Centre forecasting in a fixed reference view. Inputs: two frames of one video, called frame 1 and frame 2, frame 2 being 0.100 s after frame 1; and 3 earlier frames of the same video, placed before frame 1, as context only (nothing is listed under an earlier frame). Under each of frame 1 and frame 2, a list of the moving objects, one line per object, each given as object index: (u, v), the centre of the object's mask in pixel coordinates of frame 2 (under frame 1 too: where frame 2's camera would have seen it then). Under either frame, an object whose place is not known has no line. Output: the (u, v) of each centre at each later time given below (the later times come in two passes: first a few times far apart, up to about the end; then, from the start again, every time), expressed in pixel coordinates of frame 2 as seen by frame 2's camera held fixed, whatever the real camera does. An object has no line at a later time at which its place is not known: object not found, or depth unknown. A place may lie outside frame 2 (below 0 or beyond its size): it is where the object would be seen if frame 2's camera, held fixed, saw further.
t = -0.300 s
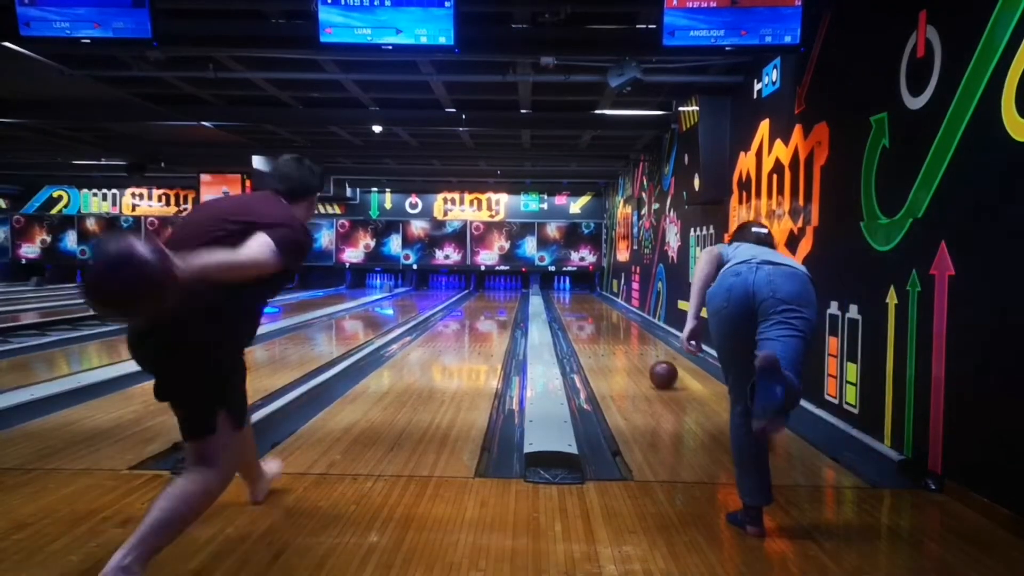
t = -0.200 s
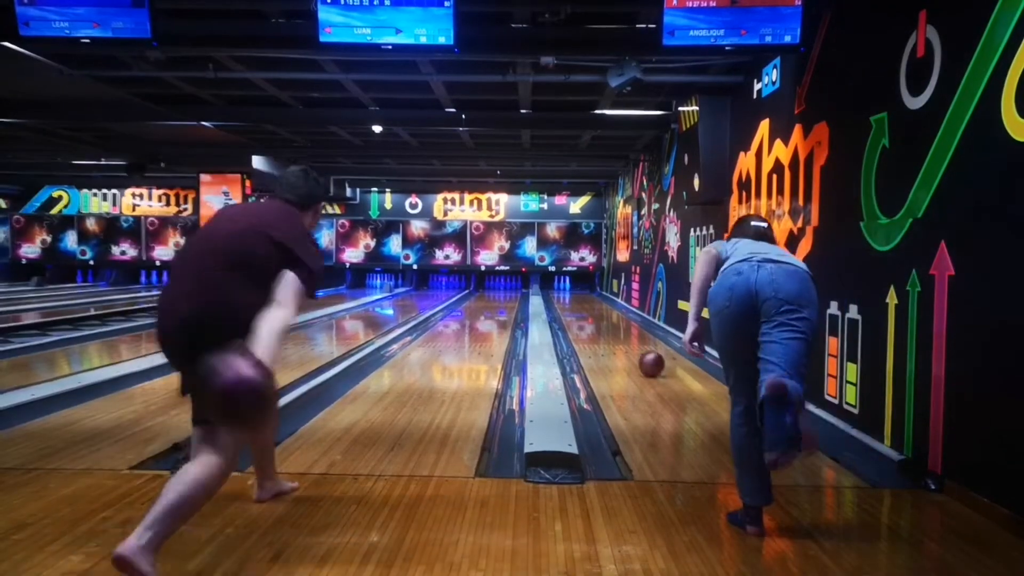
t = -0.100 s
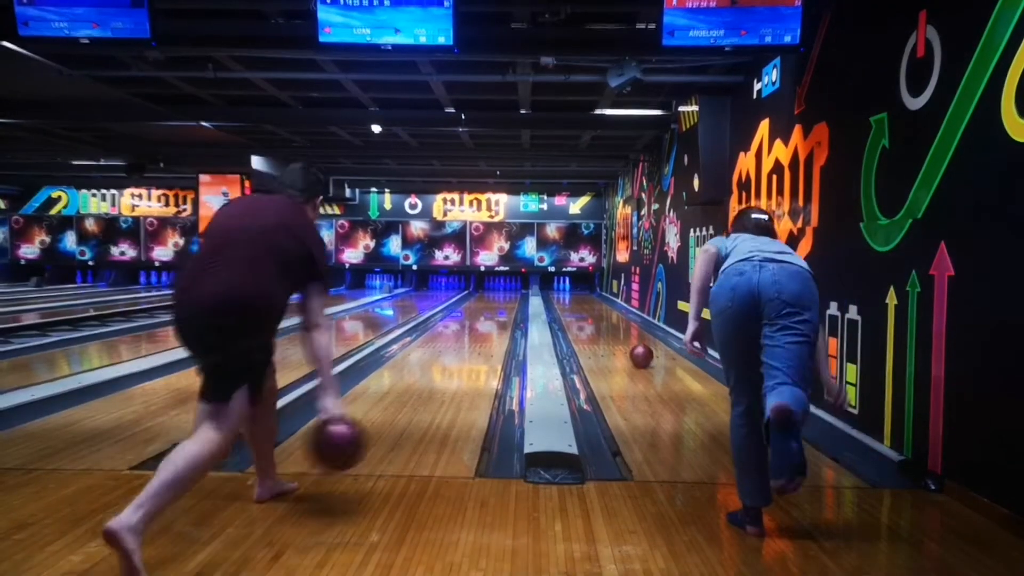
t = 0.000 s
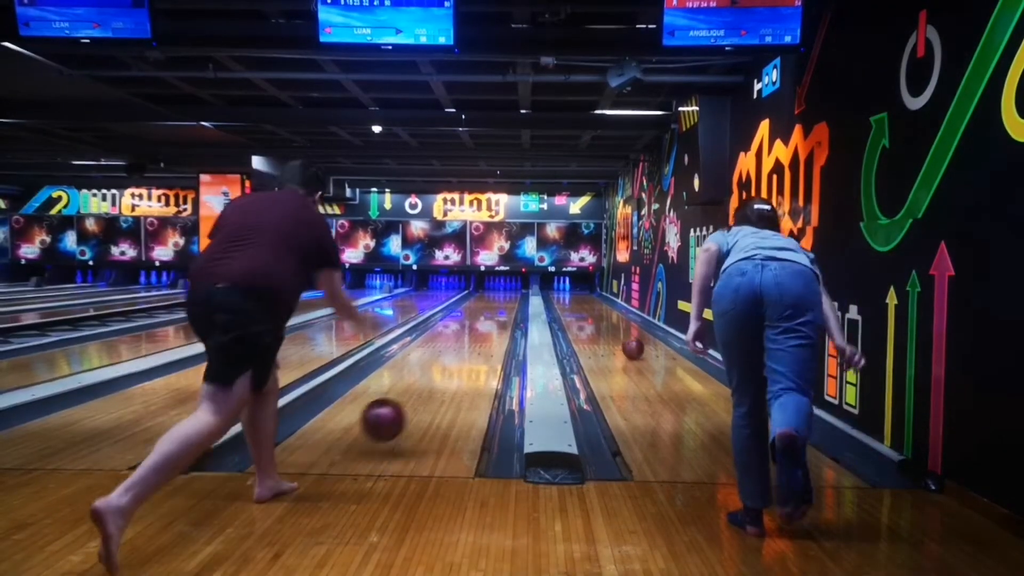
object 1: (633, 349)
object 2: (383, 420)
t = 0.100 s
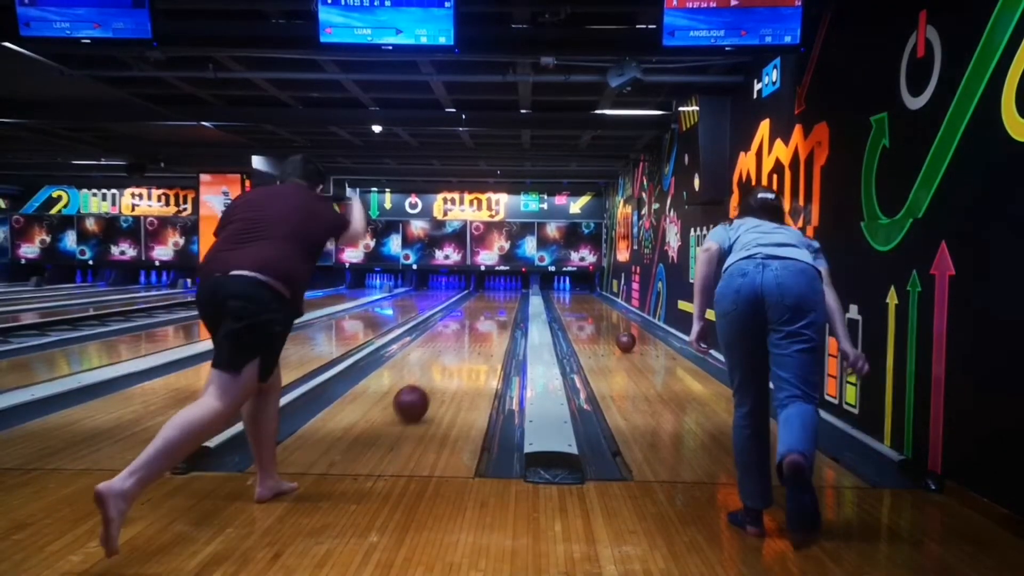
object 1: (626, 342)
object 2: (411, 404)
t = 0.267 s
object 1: (616, 333)
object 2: (441, 368)
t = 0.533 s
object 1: (604, 323)
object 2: (467, 338)
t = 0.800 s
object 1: (594, 315)
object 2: (483, 321)
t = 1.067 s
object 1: (587, 309)
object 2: (492, 310)
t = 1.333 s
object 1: (581, 304)
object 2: (499, 303)
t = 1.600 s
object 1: (576, 301)
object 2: (505, 296)
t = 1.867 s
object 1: (573, 298)
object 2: (508, 293)
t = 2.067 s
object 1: (570, 296)
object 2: (511, 289)
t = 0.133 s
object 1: (624, 341)
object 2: (418, 395)
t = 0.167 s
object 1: (621, 338)
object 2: (425, 387)
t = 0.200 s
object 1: (620, 336)
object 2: (431, 380)
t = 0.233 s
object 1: (618, 335)
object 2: (436, 373)
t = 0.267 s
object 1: (616, 333)
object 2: (441, 368)
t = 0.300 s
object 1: (614, 332)
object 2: (445, 362)
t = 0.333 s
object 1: (612, 331)
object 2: (449, 358)
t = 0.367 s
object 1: (611, 329)
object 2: (453, 354)
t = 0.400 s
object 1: (609, 328)
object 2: (456, 350)
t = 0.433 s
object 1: (608, 327)
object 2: (459, 347)
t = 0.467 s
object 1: (606, 325)
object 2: (462, 344)
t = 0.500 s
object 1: (605, 324)
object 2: (464, 341)
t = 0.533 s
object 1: (604, 323)
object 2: (467, 338)
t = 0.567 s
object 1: (603, 322)
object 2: (469, 335)
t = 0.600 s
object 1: (602, 321)
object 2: (472, 333)
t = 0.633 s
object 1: (600, 320)
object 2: (474, 331)
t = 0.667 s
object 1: (599, 319)
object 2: (476, 329)
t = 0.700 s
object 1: (597, 319)
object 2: (478, 326)
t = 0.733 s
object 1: (596, 318)
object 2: (479, 324)
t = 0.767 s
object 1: (596, 317)
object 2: (481, 322)
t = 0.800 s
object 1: (594, 315)
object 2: (483, 321)
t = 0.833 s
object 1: (593, 314)
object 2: (484, 319)
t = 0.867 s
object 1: (593, 314)
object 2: (486, 317)
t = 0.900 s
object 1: (592, 313)
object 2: (487, 316)
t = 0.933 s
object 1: (590, 312)
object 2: (488, 315)
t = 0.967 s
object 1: (589, 311)
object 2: (489, 314)
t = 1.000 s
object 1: (588, 311)
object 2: (490, 313)
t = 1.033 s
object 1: (588, 310)
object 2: (492, 311)
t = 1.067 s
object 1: (587, 309)
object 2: (492, 310)
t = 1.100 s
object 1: (586, 309)
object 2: (493, 309)
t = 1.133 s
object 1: (586, 308)
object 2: (494, 308)
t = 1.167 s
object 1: (585, 307)
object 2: (495, 307)
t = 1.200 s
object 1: (584, 306)
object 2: (496, 306)
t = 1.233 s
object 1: (583, 306)
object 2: (498, 305)
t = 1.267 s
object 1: (582, 305)
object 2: (499, 304)
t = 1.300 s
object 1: (582, 305)
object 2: (499, 304)
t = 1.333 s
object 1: (581, 304)
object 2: (499, 303)
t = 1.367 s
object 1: (580, 304)
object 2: (500, 302)
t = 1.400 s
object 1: (580, 303)
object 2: (501, 301)
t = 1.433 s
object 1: (579, 303)
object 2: (502, 300)
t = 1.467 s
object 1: (579, 303)
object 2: (502, 300)
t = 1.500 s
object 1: (578, 302)
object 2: (503, 298)
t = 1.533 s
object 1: (578, 302)
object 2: (504, 297)
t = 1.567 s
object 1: (577, 301)
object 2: (505, 297)
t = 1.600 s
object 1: (576, 301)
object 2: (505, 296)
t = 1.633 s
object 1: (576, 301)
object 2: (506, 296)
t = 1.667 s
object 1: (575, 300)
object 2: (506, 296)
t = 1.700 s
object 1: (574, 300)
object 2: (507, 295)
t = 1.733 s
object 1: (574, 299)
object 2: (507, 294)
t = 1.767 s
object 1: (574, 299)
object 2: (507, 293)
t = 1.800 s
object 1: (574, 299)
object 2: (508, 293)
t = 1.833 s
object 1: (573, 298)
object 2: (508, 293)
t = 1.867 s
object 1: (573, 298)
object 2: (508, 293)
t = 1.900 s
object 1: (571, 298)
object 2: (508, 292)
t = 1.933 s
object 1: (571, 297)
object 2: (509, 291)
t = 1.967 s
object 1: (571, 297)
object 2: (509, 291)
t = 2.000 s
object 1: (571, 297)
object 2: (510, 289)
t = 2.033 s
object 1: (570, 297)
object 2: (511, 289)
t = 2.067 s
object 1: (570, 296)
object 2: (511, 289)
